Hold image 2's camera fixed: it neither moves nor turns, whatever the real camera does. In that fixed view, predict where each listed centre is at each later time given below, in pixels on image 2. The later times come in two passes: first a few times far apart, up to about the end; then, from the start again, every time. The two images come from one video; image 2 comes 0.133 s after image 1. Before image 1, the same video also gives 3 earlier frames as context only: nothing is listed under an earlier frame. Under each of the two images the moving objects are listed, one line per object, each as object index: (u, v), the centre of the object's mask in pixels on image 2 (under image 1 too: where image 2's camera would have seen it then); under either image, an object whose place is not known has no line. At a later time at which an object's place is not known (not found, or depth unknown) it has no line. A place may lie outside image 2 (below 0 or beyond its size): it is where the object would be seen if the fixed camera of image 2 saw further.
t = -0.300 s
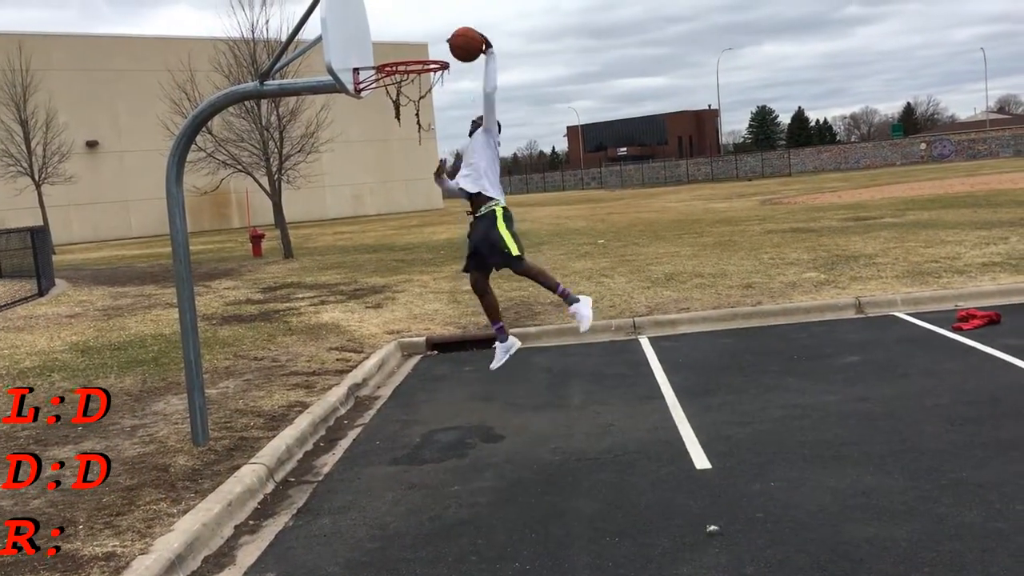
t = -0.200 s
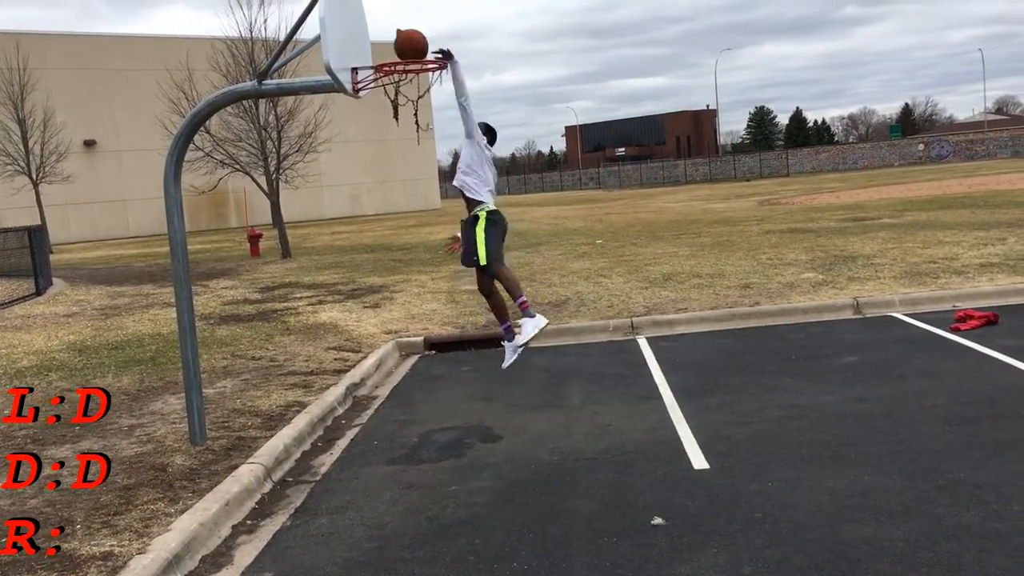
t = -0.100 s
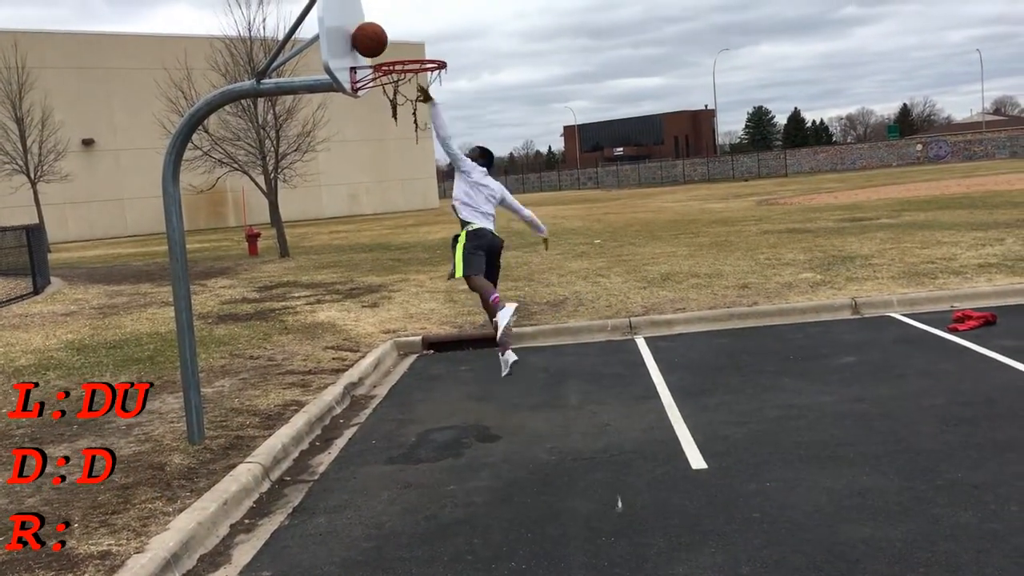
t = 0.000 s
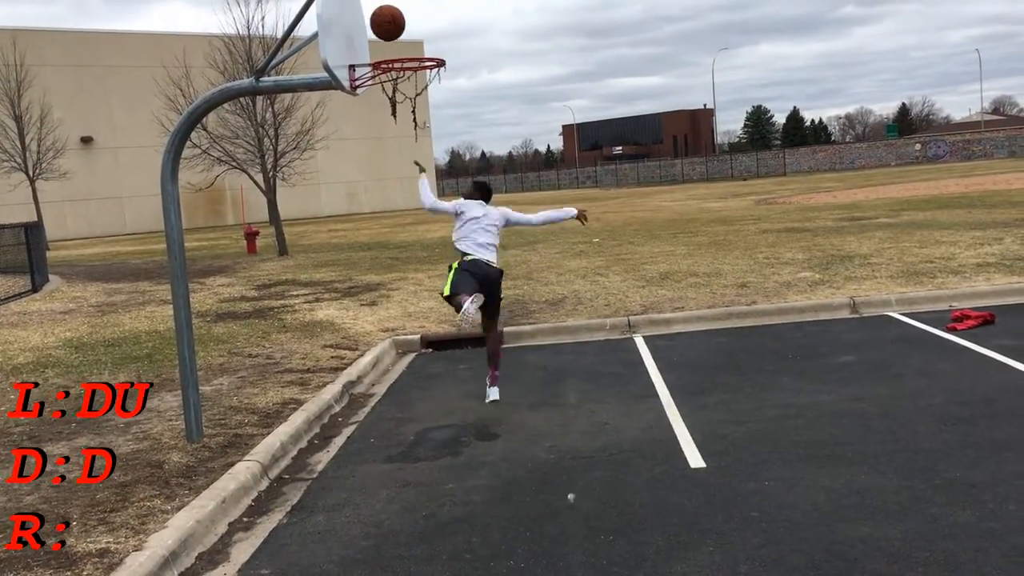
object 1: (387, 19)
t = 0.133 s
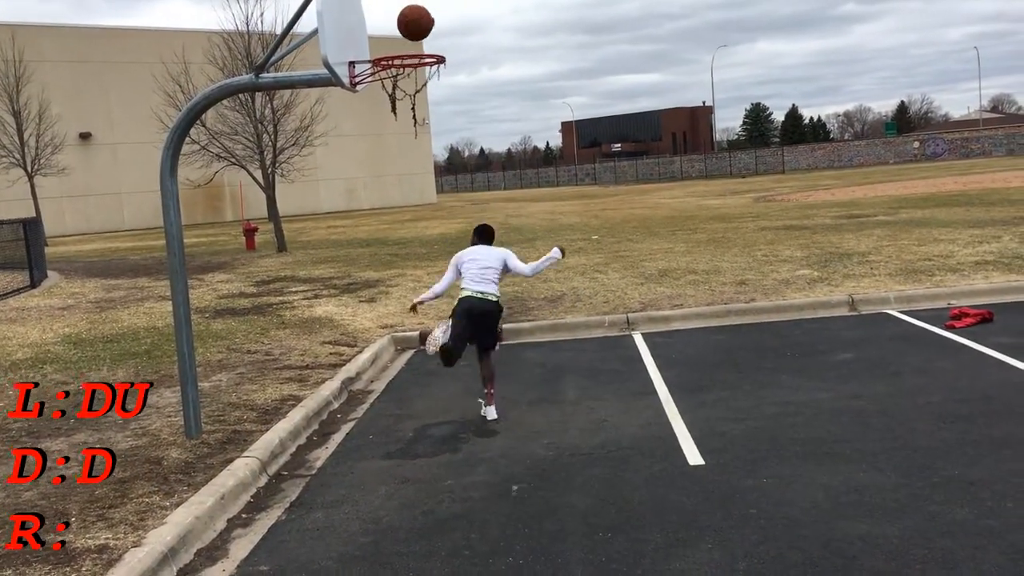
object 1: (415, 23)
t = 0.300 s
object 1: (433, 25)
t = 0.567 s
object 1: (441, 47)
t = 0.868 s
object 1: (467, 161)
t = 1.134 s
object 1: (493, 381)
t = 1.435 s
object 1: (503, 322)
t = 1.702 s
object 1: (510, 266)
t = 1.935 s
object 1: (519, 314)
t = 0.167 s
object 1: (422, 27)
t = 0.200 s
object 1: (429, 34)
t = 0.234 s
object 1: (432, 35)
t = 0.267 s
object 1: (433, 29)
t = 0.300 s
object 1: (433, 25)
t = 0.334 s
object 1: (434, 24)
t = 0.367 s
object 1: (434, 24)
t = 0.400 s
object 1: (435, 25)
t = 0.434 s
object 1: (436, 28)
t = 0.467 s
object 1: (437, 31)
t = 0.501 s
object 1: (438, 35)
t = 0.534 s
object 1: (439, 43)
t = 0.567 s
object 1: (441, 47)
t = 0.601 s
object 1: (443, 52)
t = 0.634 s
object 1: (446, 59)
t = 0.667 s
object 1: (449, 68)
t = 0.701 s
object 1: (452, 79)
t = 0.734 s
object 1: (455, 92)
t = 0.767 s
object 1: (457, 106)
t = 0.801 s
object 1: (460, 123)
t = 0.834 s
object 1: (464, 141)
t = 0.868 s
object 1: (467, 161)
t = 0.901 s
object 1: (470, 182)
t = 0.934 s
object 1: (473, 206)
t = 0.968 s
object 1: (476, 232)
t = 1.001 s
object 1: (480, 258)
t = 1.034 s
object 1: (483, 286)
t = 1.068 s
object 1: (487, 316)
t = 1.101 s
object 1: (490, 347)
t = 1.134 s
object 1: (493, 381)
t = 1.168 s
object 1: (495, 415)
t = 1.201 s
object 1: (498, 452)
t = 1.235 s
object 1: (499, 440)
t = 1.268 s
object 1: (500, 416)
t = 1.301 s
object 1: (500, 394)
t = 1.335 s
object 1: (500, 373)
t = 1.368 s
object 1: (501, 355)
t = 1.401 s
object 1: (502, 337)
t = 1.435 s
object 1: (503, 322)
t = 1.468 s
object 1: (503, 308)
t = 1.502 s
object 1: (505, 297)
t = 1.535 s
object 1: (505, 287)
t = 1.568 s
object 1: (506, 279)
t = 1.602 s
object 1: (507, 272)
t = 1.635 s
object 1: (508, 268)
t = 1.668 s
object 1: (509, 266)
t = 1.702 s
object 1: (510, 266)
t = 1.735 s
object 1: (511, 267)
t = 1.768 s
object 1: (512, 270)
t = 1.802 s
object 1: (513, 275)
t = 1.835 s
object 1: (515, 282)
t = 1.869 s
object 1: (516, 291)
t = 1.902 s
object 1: (517, 301)
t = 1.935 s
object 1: (519, 314)
